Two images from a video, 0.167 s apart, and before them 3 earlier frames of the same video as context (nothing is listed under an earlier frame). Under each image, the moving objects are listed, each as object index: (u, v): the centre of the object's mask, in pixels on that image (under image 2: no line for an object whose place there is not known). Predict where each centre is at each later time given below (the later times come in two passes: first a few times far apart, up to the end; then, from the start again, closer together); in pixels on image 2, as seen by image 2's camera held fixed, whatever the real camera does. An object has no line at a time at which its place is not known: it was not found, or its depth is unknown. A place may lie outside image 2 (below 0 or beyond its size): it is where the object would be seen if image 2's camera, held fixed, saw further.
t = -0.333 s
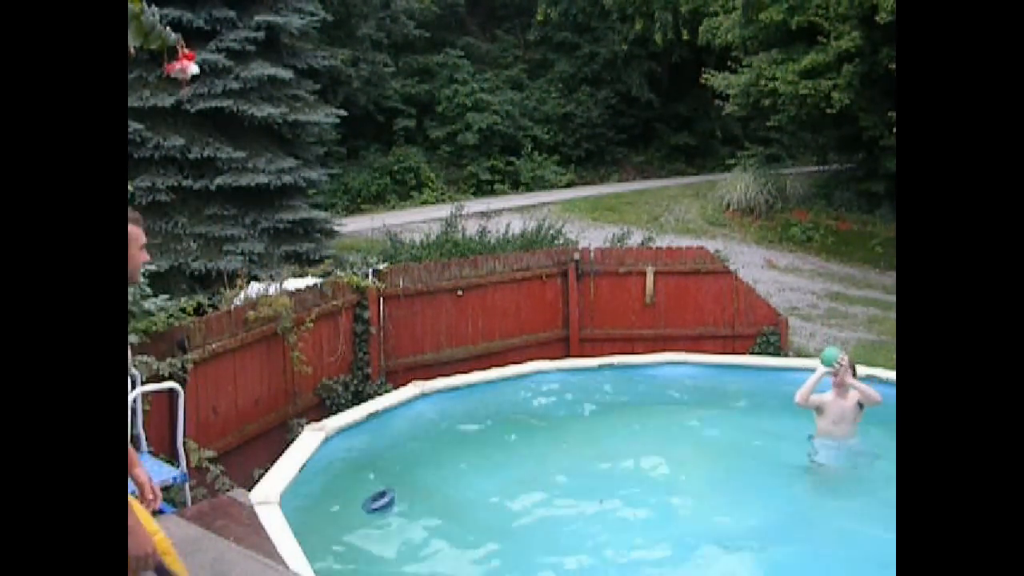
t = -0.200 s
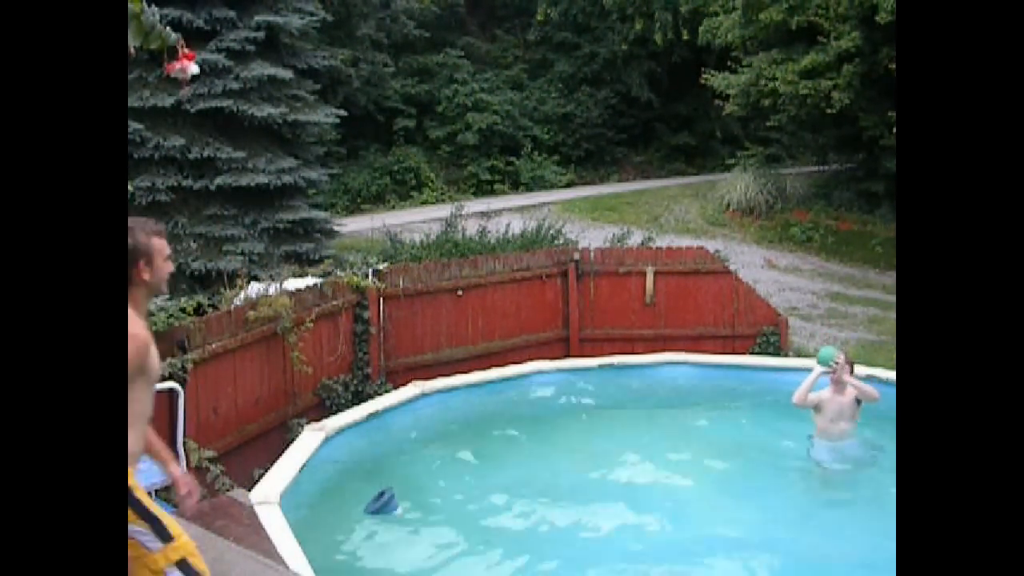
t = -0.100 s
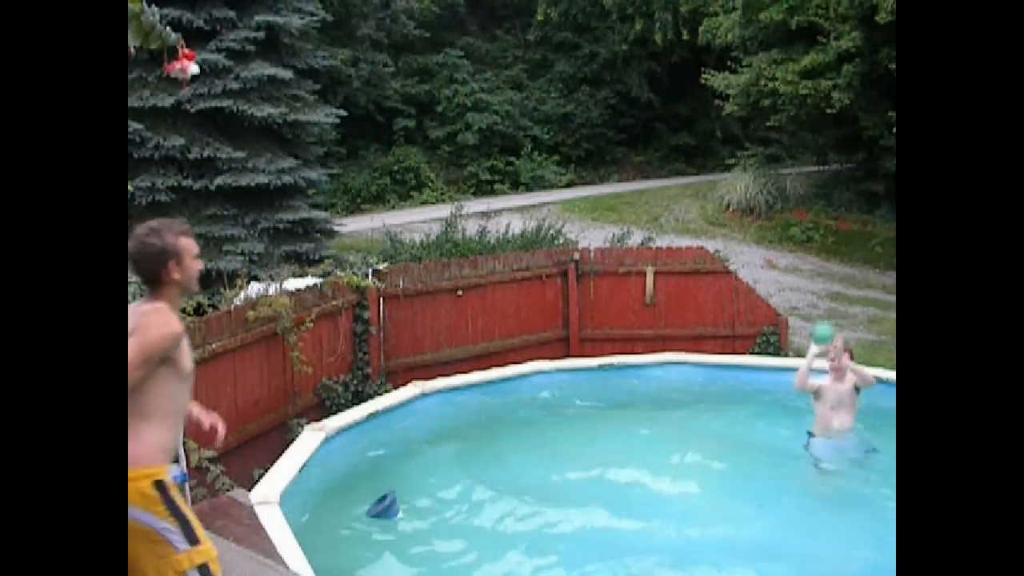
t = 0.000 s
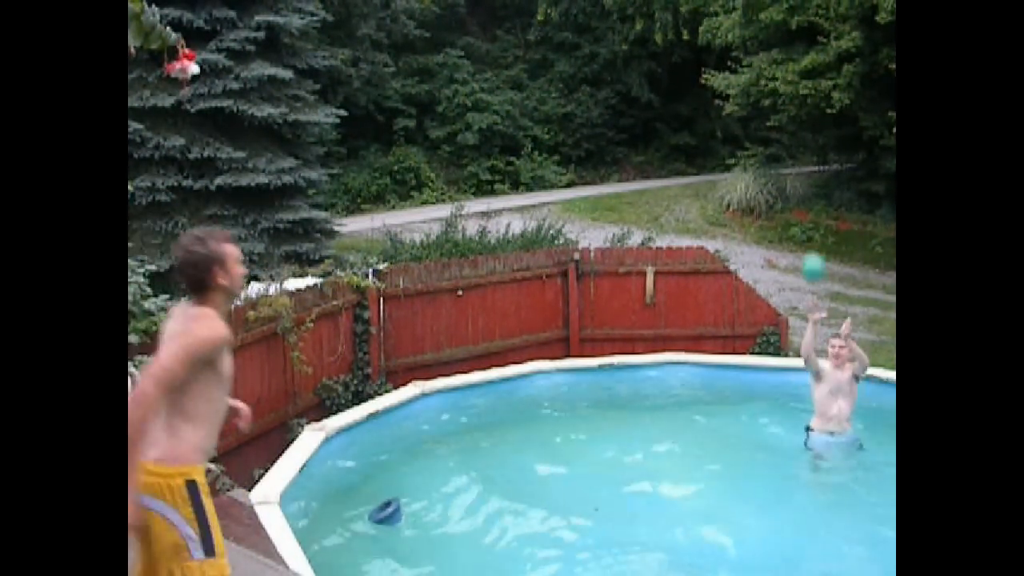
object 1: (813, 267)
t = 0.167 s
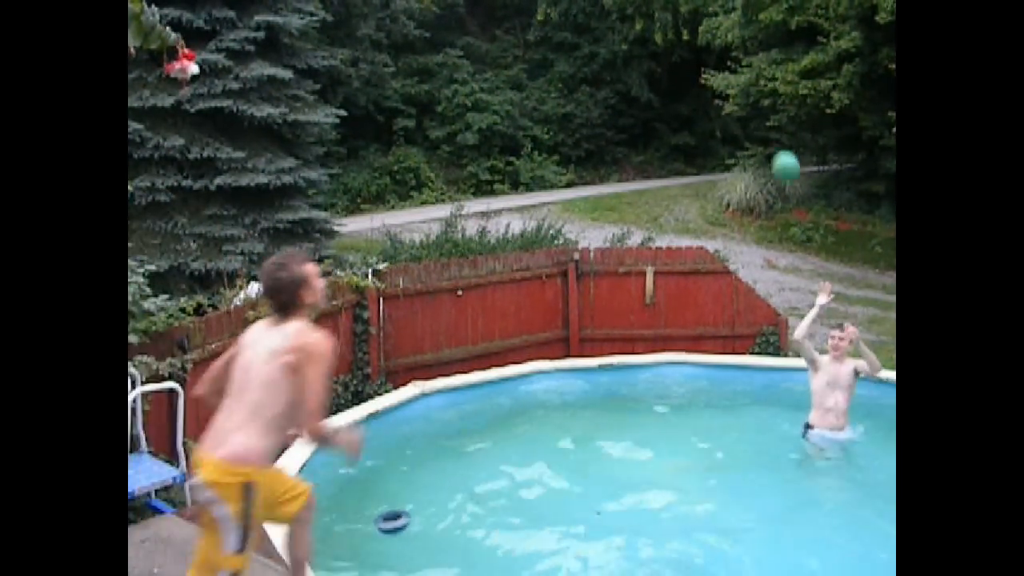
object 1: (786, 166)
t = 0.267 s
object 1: (768, 123)
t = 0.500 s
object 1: (721, 74)
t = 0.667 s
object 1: (685, 93)
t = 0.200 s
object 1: (780, 151)
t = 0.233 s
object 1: (774, 136)
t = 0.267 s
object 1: (768, 123)
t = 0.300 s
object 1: (761, 111)
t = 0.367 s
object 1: (749, 92)
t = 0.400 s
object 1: (742, 85)
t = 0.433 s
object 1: (735, 80)
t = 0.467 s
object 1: (728, 77)
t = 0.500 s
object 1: (721, 74)
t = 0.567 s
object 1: (707, 76)
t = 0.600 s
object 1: (700, 79)
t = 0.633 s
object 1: (693, 85)
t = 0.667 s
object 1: (685, 93)
